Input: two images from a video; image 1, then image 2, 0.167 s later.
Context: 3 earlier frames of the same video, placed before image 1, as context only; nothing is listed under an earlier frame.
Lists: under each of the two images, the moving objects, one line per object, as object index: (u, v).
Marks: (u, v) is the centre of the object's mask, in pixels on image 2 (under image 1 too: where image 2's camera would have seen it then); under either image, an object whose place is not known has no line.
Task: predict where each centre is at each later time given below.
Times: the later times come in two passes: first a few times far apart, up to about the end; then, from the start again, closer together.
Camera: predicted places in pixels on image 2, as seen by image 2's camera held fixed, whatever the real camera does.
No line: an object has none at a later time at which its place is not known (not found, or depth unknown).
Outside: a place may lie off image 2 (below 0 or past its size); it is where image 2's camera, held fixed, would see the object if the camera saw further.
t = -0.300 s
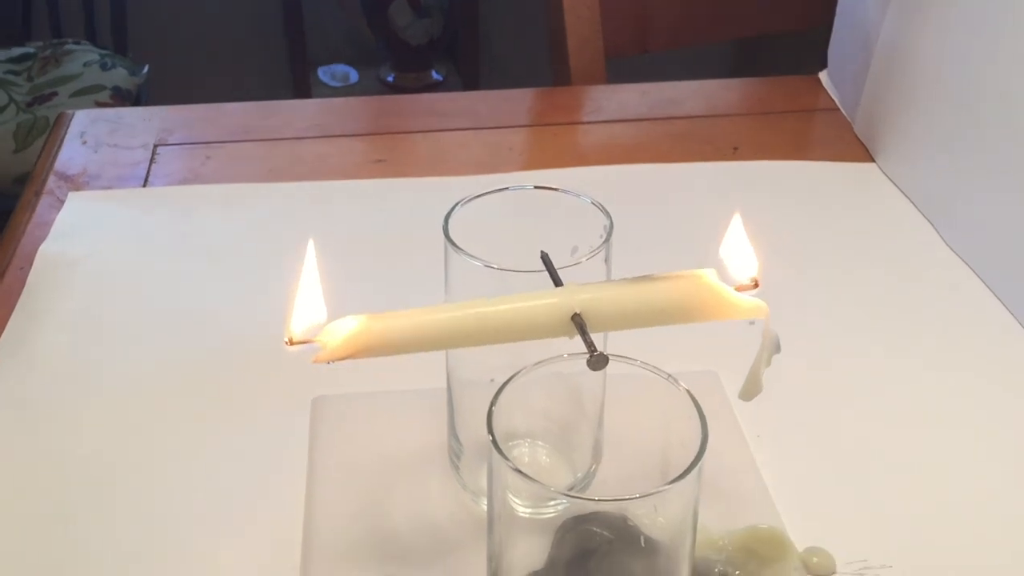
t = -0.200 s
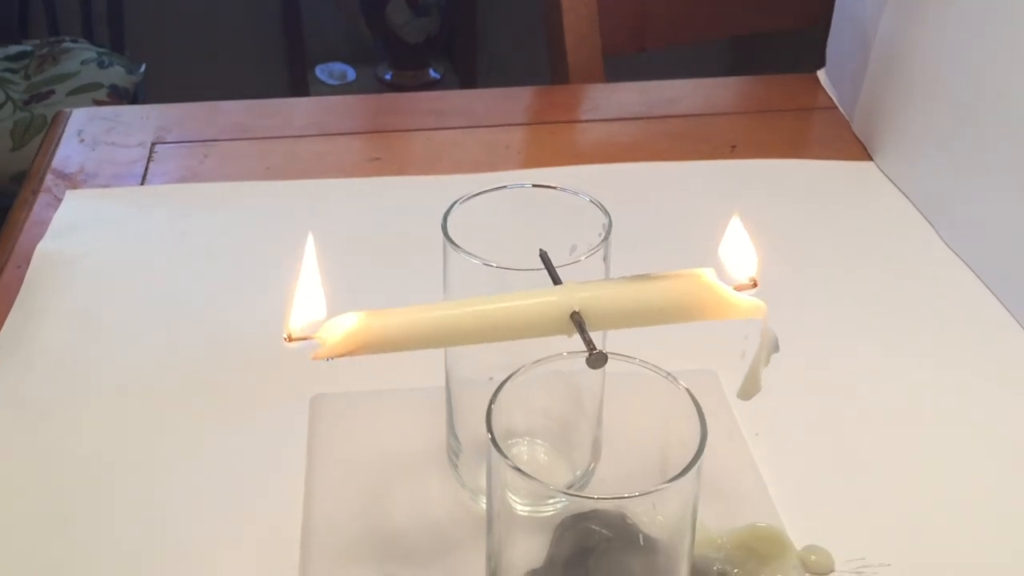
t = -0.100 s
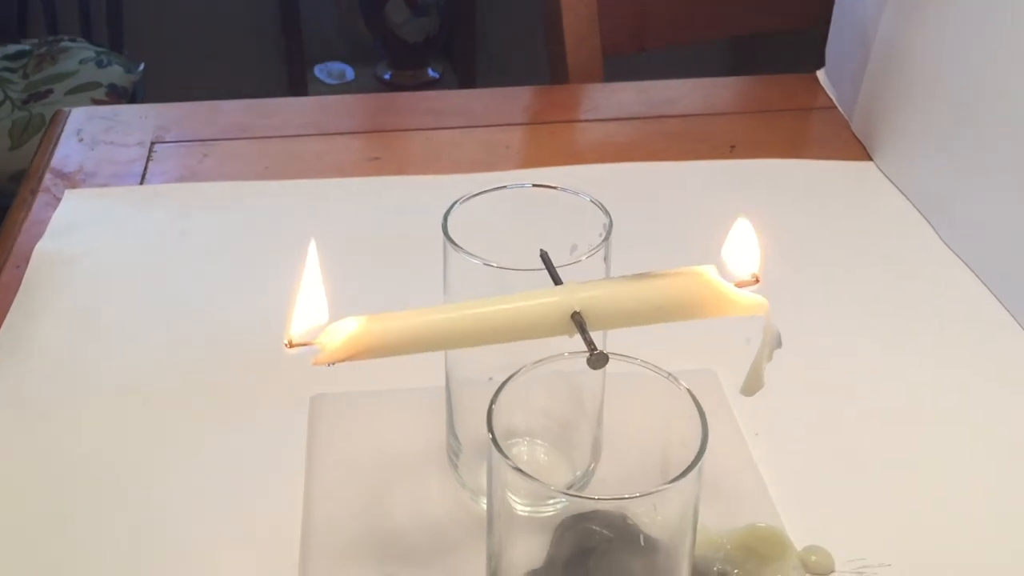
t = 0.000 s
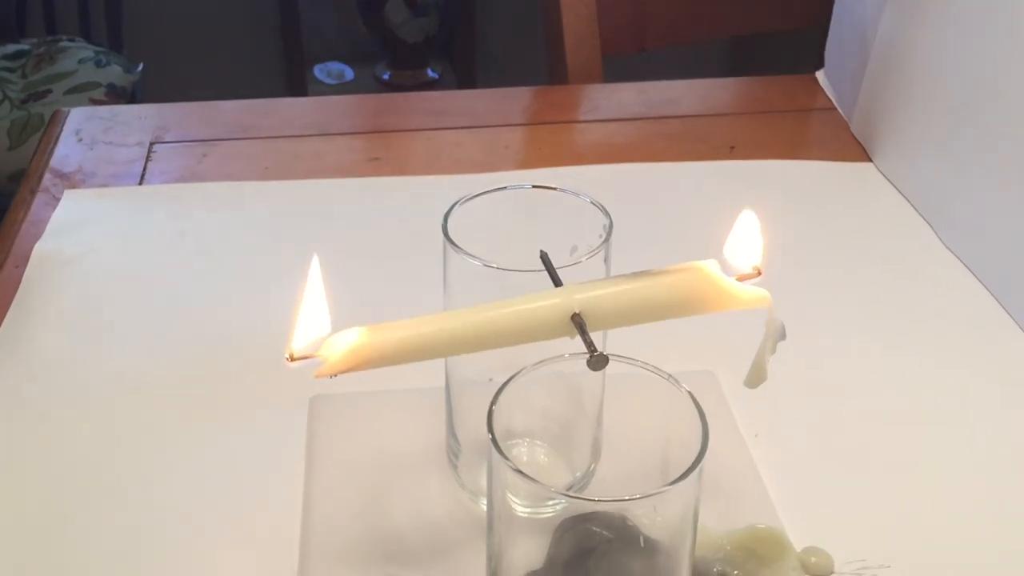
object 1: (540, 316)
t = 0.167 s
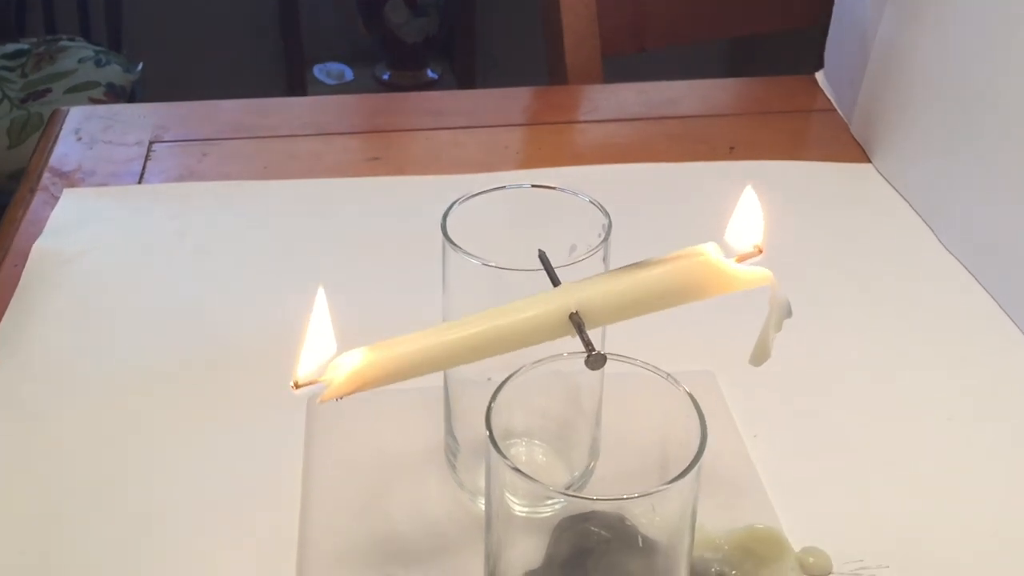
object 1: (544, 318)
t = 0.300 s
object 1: (563, 318)
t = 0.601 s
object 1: (567, 316)
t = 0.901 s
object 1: (565, 317)
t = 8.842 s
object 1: (560, 317)
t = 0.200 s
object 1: (546, 318)
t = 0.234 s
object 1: (548, 318)
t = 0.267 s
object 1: (563, 318)
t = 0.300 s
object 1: (563, 318)
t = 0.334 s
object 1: (564, 317)
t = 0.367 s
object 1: (565, 317)
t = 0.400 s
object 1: (552, 318)
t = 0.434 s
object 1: (567, 316)
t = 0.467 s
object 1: (568, 316)
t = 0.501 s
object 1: (569, 316)
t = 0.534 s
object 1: (569, 316)
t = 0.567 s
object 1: (568, 315)
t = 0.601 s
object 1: (567, 316)
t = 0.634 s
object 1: (568, 315)
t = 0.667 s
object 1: (568, 315)
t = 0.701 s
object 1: (568, 316)
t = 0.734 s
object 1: (568, 316)
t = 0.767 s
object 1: (567, 316)
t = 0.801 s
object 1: (566, 317)
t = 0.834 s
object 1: (566, 317)
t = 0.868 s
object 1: (565, 317)
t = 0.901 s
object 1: (565, 317)
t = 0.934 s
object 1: (549, 318)
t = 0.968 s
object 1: (548, 317)
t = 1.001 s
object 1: (547, 317)
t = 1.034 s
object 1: (546, 317)
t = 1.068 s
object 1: (545, 317)
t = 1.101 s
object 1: (558, 318)
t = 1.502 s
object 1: (539, 314)
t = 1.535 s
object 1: (539, 314)
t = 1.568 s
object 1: (552, 317)
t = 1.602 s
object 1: (552, 317)
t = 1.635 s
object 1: (553, 317)
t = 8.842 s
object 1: (560, 317)
